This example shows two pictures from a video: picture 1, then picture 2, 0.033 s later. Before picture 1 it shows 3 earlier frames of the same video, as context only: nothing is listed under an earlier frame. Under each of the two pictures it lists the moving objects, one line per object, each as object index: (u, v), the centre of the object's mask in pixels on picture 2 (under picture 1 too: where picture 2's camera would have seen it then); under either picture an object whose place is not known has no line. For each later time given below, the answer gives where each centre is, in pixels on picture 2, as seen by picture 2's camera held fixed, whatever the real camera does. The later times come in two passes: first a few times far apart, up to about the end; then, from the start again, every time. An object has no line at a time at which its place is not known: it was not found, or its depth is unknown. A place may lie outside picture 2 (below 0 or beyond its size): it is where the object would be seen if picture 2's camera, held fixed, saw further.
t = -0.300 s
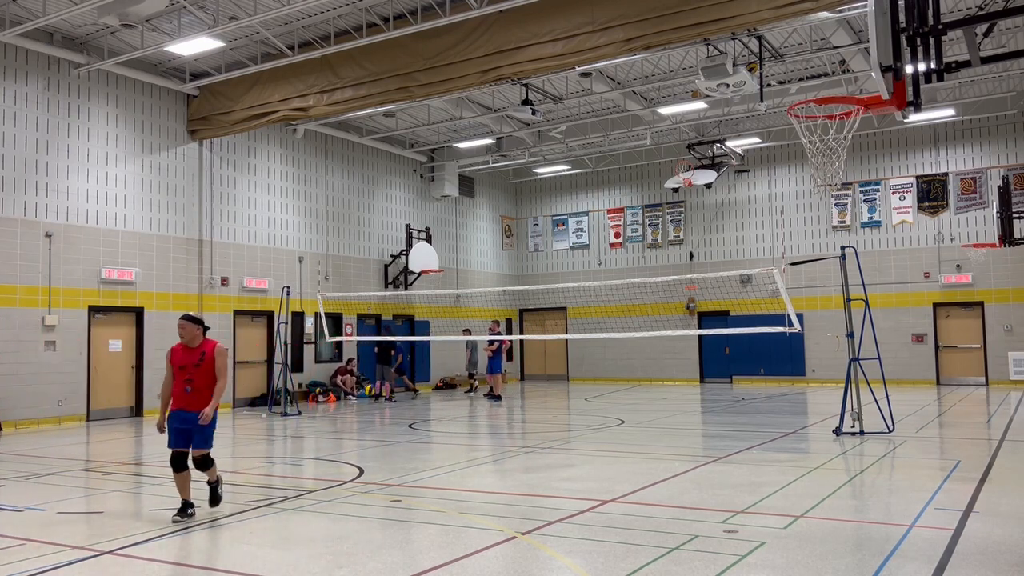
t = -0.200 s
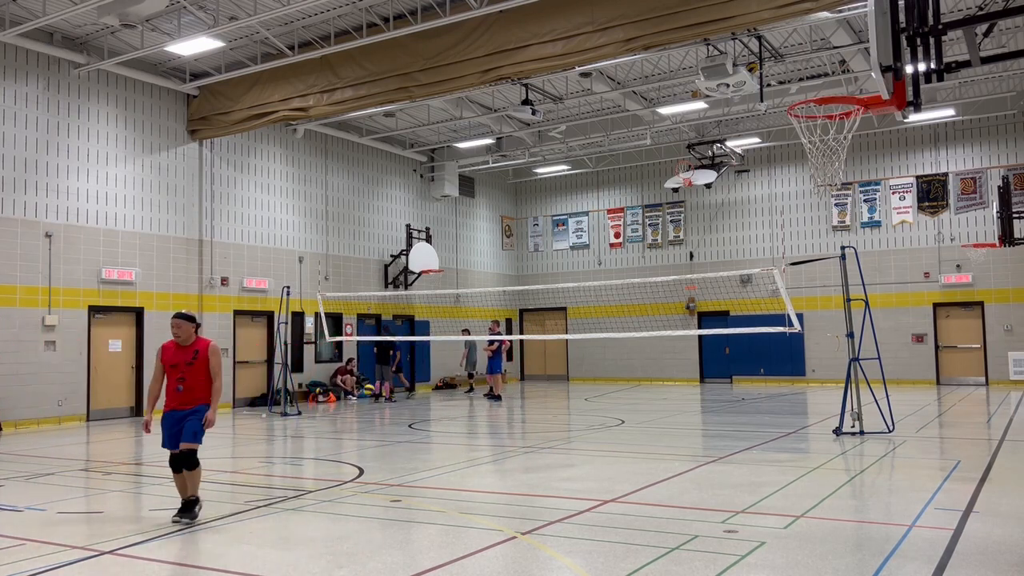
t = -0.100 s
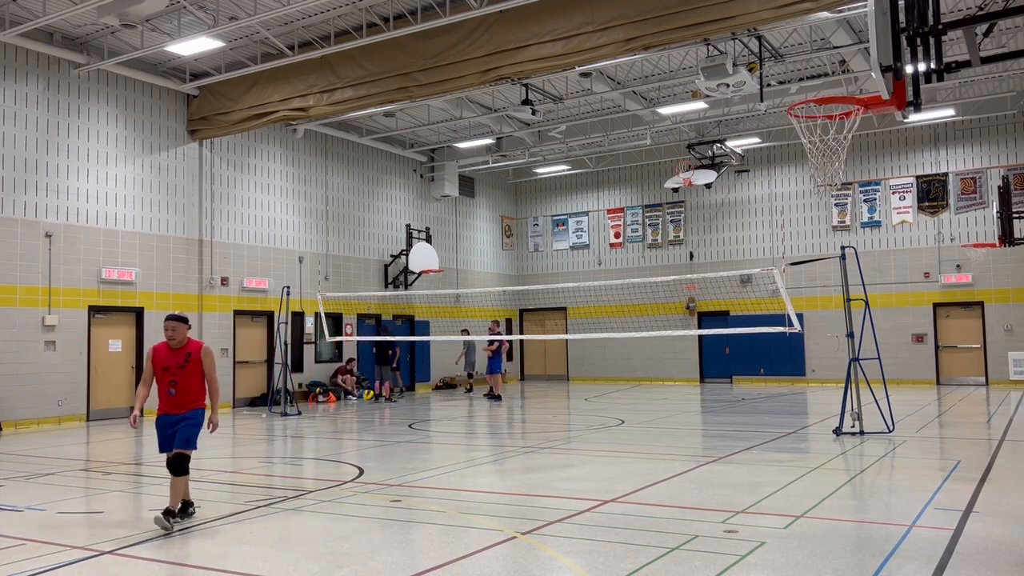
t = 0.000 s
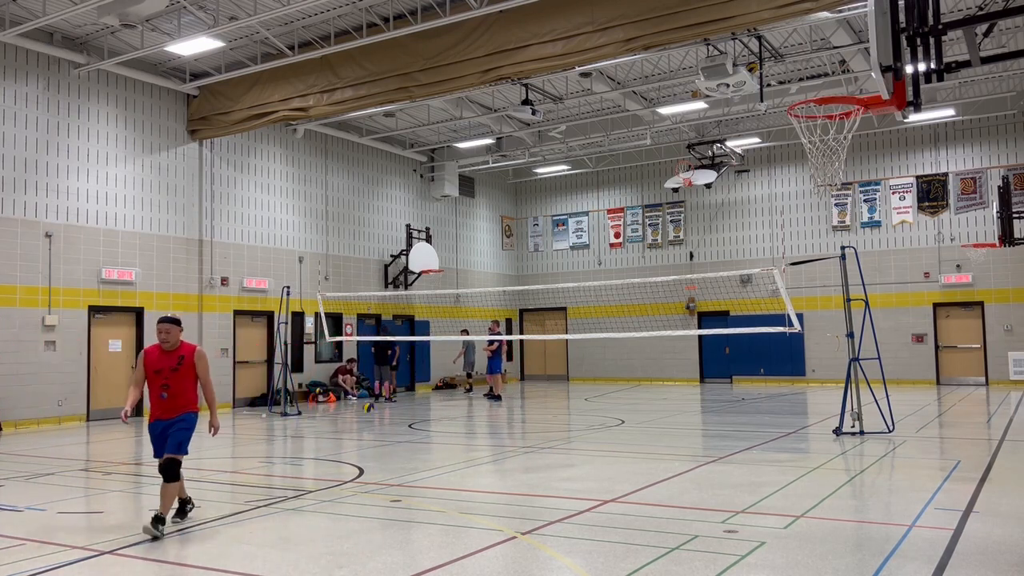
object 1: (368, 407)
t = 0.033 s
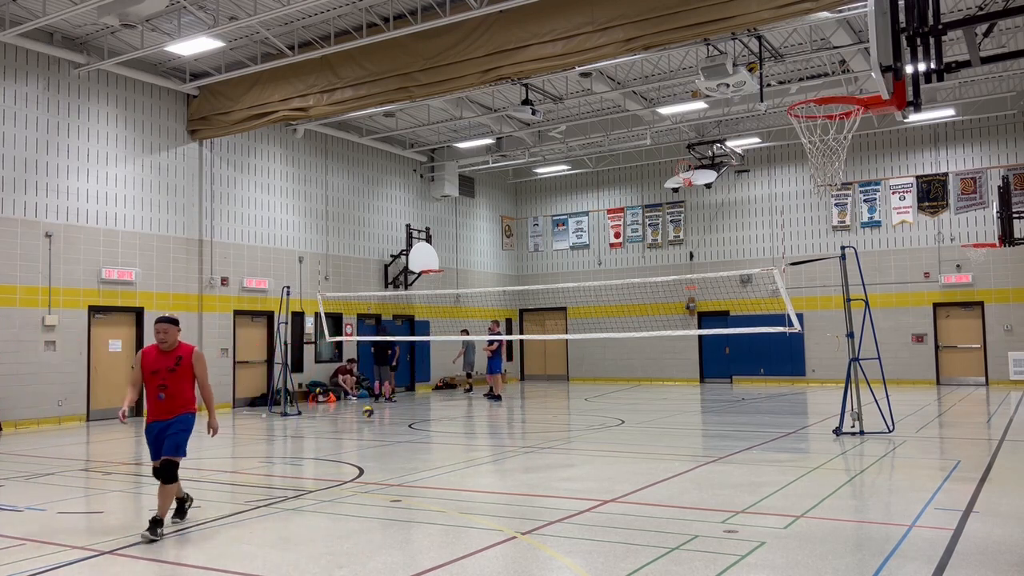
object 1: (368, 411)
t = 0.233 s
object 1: (366, 401)
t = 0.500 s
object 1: (365, 407)
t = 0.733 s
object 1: (364, 410)
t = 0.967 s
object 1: (363, 416)
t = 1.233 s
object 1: (361, 416)
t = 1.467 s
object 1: (360, 427)
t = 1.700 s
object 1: (358, 428)
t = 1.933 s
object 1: (355, 431)
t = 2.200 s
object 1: (352, 435)
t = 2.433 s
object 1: (349, 441)
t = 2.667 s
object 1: (346, 448)
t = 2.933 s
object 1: (341, 451)
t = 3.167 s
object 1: (337, 457)
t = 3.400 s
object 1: (332, 463)
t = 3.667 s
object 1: (326, 469)
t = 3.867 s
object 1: (320, 474)
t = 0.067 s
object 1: (367, 416)
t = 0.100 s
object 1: (368, 412)
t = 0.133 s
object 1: (367, 408)
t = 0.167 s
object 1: (367, 405)
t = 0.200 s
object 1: (367, 402)
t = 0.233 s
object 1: (366, 401)
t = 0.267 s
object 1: (366, 400)
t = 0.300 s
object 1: (366, 399)
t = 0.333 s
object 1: (366, 399)
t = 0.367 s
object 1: (366, 399)
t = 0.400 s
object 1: (366, 400)
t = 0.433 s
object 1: (366, 402)
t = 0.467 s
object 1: (366, 405)
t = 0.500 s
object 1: (365, 407)
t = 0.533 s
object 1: (365, 412)
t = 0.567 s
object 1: (365, 416)
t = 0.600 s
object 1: (365, 422)
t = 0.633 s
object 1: (365, 417)
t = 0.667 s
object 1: (364, 415)
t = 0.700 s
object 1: (364, 412)
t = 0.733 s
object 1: (364, 410)
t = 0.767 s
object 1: (364, 409)
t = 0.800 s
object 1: (364, 409)
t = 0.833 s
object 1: (363, 409)
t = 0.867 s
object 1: (363, 410)
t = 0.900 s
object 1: (363, 412)
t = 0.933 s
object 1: (363, 414)
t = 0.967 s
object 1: (363, 416)
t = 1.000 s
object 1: (362, 420)
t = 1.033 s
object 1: (363, 425)
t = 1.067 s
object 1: (363, 423)
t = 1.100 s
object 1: (362, 420)
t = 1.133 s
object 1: (362, 418)
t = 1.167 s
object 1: (362, 417)
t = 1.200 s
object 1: (361, 416)
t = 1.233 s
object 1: (361, 416)
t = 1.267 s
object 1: (361, 417)
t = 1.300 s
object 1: (361, 419)
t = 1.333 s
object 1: (361, 421)
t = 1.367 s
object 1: (360, 424)
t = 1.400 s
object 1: (361, 427)
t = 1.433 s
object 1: (360, 429)
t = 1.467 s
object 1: (360, 427)
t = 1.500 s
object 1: (359, 425)
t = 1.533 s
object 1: (359, 424)
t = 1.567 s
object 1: (359, 423)
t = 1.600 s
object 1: (359, 424)
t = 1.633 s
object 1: (358, 424)
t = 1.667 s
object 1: (358, 426)
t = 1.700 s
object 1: (358, 428)
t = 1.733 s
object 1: (357, 433)
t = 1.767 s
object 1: (357, 434)
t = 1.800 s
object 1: (357, 432)
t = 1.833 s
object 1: (356, 430)
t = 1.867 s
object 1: (356, 429)
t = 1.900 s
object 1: (355, 430)
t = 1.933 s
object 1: (355, 431)
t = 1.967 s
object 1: (355, 432)
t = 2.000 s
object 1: (354, 435)
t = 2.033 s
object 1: (354, 439)
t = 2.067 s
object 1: (353, 437)
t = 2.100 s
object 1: (353, 435)
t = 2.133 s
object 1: (353, 434)
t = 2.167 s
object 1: (352, 435)
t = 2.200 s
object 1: (352, 435)
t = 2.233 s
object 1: (351, 437)
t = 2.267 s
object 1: (351, 440)
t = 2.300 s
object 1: (350, 443)
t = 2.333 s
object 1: (350, 441)
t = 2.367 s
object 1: (349, 440)
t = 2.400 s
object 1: (349, 440)
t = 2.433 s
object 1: (349, 441)
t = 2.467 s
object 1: (349, 443)
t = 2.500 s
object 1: (348, 446)
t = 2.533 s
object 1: (348, 446)
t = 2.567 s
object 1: (347, 444)
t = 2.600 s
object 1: (346, 445)
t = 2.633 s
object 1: (346, 446)
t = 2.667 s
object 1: (346, 448)
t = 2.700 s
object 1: (345, 449)
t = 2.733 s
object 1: (344, 448)
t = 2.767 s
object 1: (344, 448)
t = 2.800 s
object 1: (344, 449)
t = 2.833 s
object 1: (343, 451)
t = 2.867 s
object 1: (343, 452)
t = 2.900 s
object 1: (342, 452)
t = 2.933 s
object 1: (341, 451)
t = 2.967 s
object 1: (341, 453)
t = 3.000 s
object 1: (340, 455)
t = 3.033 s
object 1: (340, 455)
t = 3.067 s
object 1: (339, 455)
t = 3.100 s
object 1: (338, 456)
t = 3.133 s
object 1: (338, 458)
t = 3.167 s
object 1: (337, 457)
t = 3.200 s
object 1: (337, 458)
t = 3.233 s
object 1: (336, 459)
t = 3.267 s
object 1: (335, 460)
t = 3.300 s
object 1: (335, 460)
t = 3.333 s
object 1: (334, 462)
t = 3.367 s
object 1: (333, 462)
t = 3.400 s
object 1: (332, 463)
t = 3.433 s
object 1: (332, 464)
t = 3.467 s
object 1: (331, 464)
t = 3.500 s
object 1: (330, 465)
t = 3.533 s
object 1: (329, 466)
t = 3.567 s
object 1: (329, 467)
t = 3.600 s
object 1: (328, 467)
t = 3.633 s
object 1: (327, 468)
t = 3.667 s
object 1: (326, 469)
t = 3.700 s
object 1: (325, 470)
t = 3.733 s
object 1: (324, 471)
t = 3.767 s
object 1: (323, 471)
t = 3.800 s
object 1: (322, 472)
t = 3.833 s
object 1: (321, 473)
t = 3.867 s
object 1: (320, 474)
